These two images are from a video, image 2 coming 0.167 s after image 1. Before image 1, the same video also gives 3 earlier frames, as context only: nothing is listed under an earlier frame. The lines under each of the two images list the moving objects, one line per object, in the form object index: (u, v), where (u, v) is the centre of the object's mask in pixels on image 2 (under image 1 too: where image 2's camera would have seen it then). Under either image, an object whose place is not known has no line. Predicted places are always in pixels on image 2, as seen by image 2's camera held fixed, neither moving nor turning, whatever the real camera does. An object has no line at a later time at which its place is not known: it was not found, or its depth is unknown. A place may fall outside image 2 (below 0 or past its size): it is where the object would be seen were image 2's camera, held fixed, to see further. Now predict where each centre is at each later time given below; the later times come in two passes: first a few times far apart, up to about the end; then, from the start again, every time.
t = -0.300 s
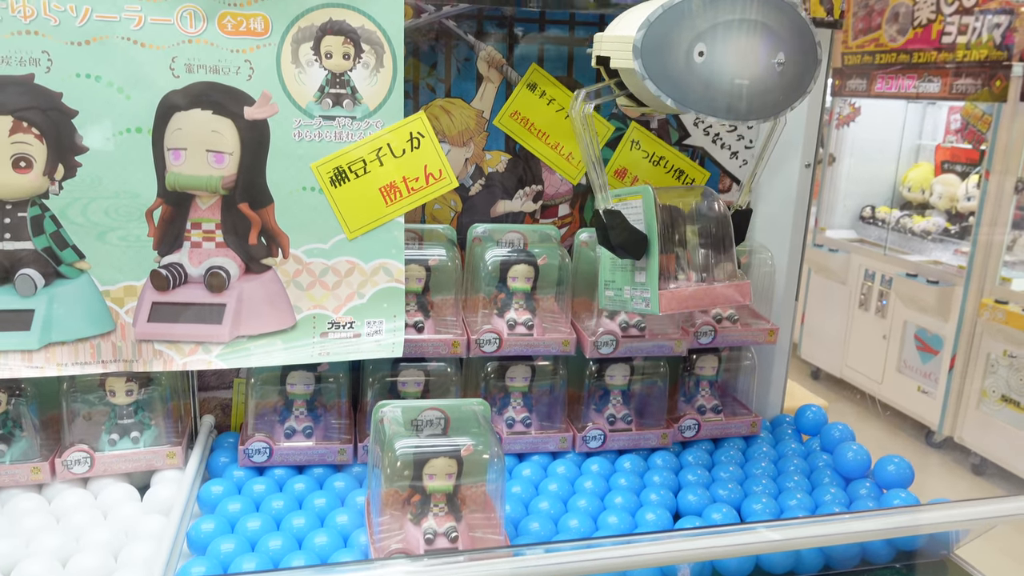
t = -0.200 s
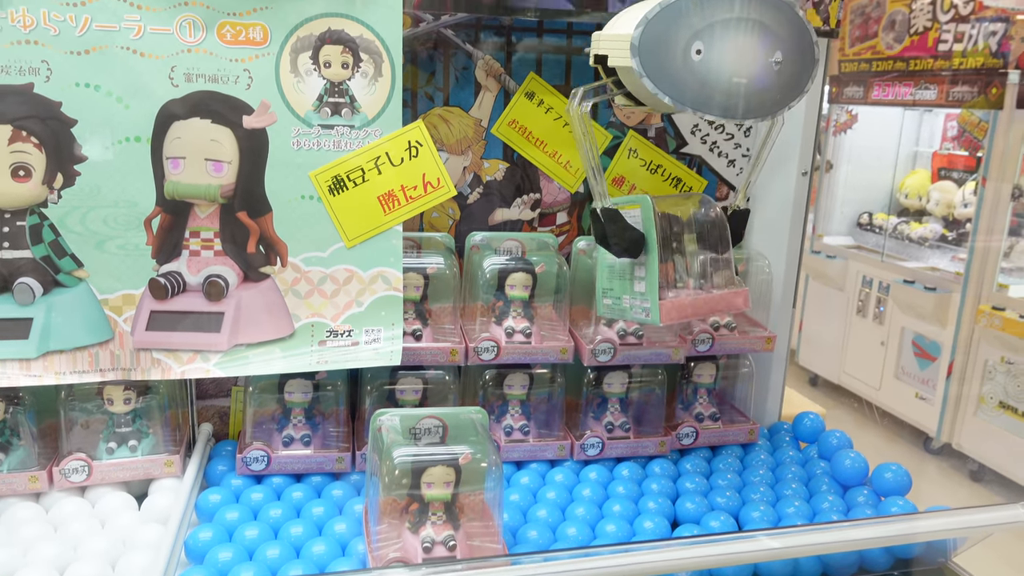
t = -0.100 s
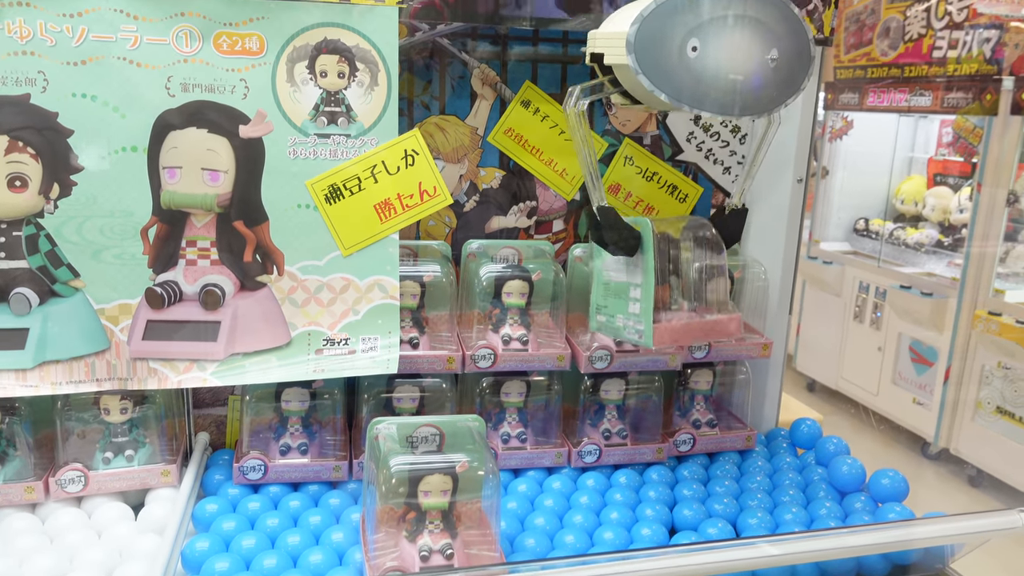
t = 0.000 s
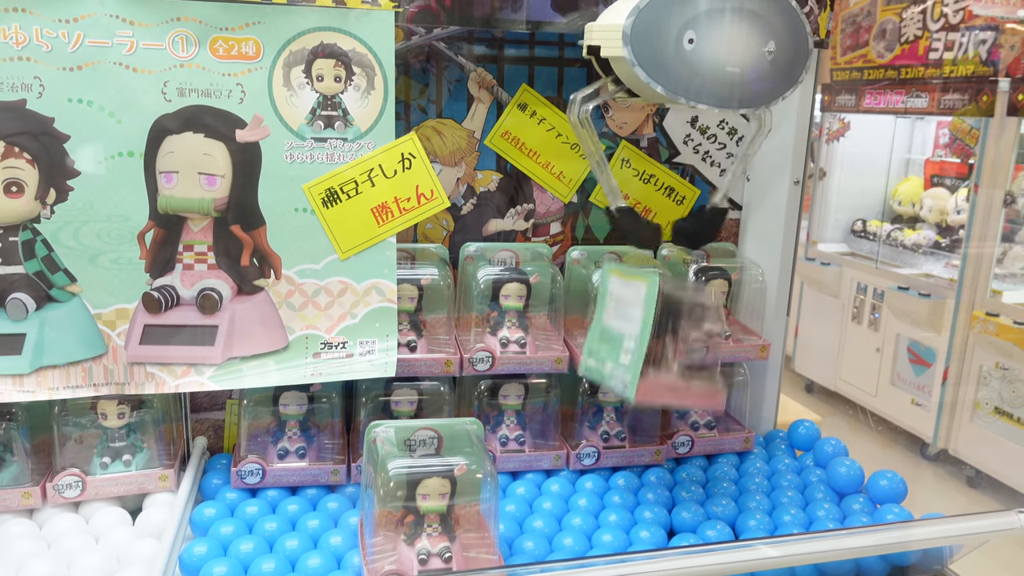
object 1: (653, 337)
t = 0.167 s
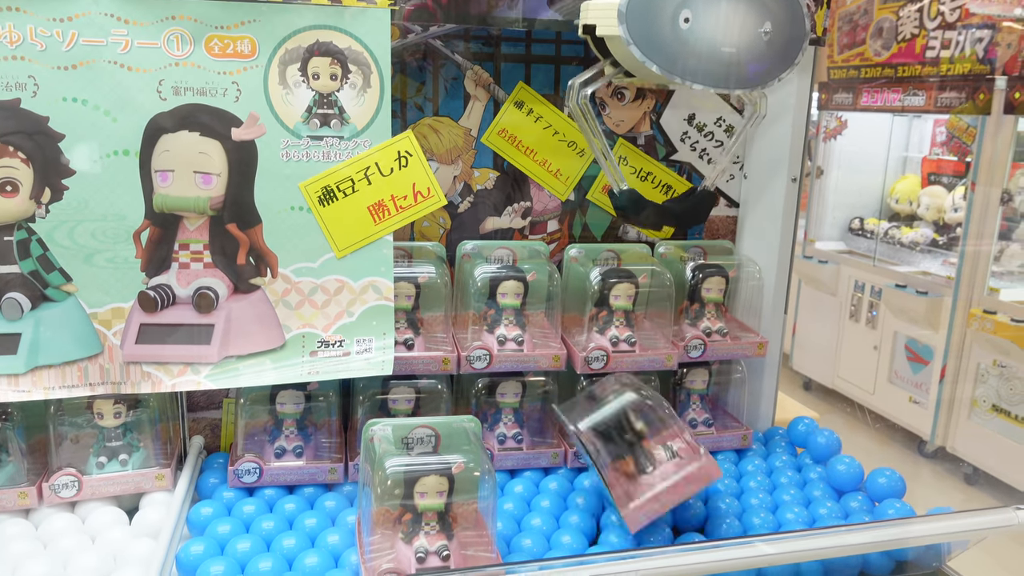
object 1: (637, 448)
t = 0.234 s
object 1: (618, 457)
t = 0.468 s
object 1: (580, 471)
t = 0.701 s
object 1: (558, 477)
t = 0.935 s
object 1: (559, 476)
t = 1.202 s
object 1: (559, 476)
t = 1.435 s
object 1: (559, 476)
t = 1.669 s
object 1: (559, 476)
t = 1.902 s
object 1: (559, 476)
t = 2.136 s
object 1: (559, 476)
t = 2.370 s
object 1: (559, 476)
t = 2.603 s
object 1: (559, 475)
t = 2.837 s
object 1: (559, 475)
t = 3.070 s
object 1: (559, 475)
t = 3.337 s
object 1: (559, 475)
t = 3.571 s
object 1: (559, 475)
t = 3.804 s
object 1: (559, 475)
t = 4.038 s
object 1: (559, 475)
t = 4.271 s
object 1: (559, 475)
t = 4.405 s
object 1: (559, 475)
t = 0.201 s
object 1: (628, 450)
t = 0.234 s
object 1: (618, 457)
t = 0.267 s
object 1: (608, 466)
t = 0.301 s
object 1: (602, 469)
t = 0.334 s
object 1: (596, 471)
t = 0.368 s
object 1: (592, 472)
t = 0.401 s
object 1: (589, 471)
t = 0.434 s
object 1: (584, 471)
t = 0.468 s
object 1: (580, 471)
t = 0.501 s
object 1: (576, 472)
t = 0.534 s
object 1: (570, 473)
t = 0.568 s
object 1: (565, 474)
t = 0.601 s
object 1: (562, 477)
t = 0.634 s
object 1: (560, 476)
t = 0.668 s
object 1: (559, 476)
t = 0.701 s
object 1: (558, 477)
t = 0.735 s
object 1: (559, 476)
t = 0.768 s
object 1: (559, 476)
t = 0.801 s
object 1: (559, 476)
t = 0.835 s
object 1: (559, 476)
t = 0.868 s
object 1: (559, 476)
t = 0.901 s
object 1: (559, 476)
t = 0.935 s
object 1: (559, 476)
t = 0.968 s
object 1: (559, 476)
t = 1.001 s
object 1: (559, 476)
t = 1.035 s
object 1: (559, 476)
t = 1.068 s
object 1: (559, 476)
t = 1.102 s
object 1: (559, 476)
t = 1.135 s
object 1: (559, 476)
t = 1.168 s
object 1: (559, 476)
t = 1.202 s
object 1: (559, 476)
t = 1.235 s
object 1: (559, 476)
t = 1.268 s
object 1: (559, 476)
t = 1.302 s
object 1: (559, 476)
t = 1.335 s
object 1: (559, 476)
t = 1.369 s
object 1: (559, 476)
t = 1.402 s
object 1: (559, 476)
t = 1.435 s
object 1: (559, 476)
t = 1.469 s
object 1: (559, 476)
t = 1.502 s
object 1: (559, 476)
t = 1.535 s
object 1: (559, 476)
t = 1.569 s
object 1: (559, 476)
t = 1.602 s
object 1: (559, 476)
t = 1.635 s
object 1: (559, 476)
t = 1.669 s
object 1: (559, 476)
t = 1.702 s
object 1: (559, 476)
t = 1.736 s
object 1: (559, 476)
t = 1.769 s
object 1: (559, 476)
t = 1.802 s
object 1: (559, 476)
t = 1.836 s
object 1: (559, 476)
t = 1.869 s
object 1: (559, 476)
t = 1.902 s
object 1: (559, 476)
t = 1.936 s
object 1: (559, 476)
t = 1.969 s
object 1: (559, 476)
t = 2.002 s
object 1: (559, 476)
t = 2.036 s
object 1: (559, 476)
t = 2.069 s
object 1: (559, 476)
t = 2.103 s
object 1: (559, 476)
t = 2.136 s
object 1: (559, 476)
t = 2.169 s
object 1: (559, 476)
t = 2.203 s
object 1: (559, 476)
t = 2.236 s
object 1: (559, 476)
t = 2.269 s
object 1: (559, 475)
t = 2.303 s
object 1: (559, 476)
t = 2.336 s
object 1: (559, 476)
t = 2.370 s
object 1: (559, 476)
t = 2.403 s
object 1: (559, 475)
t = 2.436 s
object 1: (559, 475)
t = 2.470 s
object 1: (559, 476)
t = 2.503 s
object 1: (559, 476)
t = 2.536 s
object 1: (559, 475)
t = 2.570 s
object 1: (559, 475)
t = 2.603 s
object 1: (559, 475)
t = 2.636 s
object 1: (559, 475)
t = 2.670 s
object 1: (559, 475)
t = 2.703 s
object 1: (559, 475)
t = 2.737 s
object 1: (559, 475)
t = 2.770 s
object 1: (559, 475)
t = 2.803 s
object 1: (559, 475)
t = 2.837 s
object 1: (559, 475)
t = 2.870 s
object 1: (559, 475)
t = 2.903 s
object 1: (559, 475)
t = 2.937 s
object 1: (559, 475)
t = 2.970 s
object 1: (559, 475)
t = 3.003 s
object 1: (559, 475)
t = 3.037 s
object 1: (559, 475)
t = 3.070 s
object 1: (559, 475)
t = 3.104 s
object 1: (559, 475)
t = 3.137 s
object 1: (559, 475)
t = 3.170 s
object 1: (559, 475)
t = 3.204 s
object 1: (559, 475)
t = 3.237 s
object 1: (559, 475)
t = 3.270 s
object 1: (559, 475)
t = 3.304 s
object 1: (559, 475)
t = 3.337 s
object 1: (559, 475)
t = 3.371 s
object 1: (559, 475)
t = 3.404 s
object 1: (559, 475)
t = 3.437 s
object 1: (559, 475)
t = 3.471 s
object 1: (559, 475)
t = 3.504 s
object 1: (559, 475)
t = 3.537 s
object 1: (559, 475)
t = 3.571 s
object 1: (559, 475)
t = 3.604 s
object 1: (559, 475)
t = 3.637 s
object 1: (559, 475)
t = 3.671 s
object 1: (559, 475)
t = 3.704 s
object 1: (559, 475)
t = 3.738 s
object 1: (559, 475)
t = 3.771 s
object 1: (559, 475)
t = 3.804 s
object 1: (559, 475)
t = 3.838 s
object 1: (559, 475)
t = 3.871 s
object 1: (559, 475)
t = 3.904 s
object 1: (559, 475)
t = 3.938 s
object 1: (559, 475)
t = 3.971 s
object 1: (559, 475)
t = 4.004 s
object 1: (559, 475)
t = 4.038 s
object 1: (559, 475)
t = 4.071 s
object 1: (559, 475)
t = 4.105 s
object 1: (559, 475)
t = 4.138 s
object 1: (559, 475)
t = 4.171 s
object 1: (559, 475)
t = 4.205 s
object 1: (559, 475)
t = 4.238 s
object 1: (559, 475)
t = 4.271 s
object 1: (559, 475)
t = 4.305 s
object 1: (559, 475)
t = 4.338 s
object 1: (559, 475)
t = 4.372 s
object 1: (559, 475)
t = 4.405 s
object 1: (559, 475)
